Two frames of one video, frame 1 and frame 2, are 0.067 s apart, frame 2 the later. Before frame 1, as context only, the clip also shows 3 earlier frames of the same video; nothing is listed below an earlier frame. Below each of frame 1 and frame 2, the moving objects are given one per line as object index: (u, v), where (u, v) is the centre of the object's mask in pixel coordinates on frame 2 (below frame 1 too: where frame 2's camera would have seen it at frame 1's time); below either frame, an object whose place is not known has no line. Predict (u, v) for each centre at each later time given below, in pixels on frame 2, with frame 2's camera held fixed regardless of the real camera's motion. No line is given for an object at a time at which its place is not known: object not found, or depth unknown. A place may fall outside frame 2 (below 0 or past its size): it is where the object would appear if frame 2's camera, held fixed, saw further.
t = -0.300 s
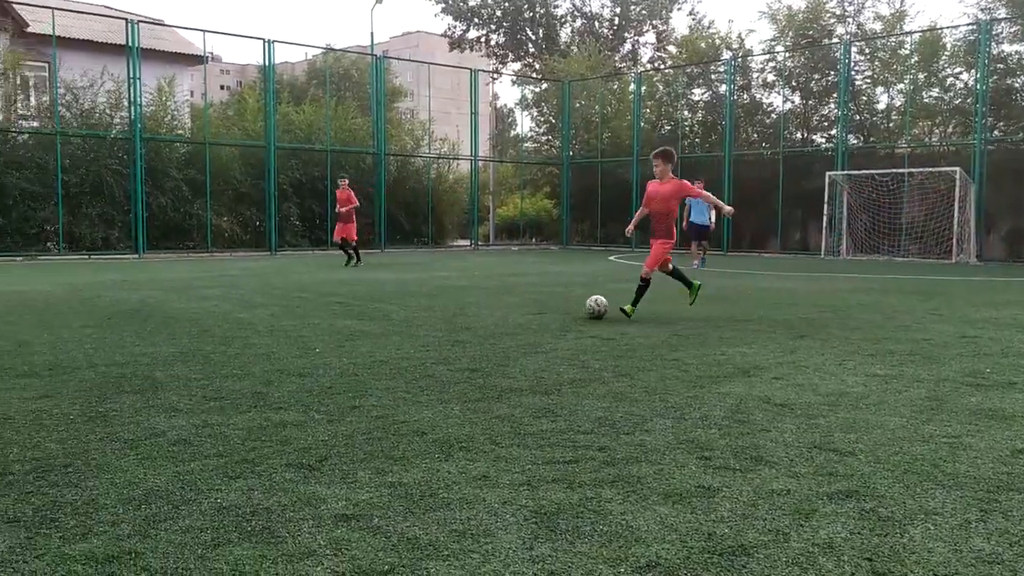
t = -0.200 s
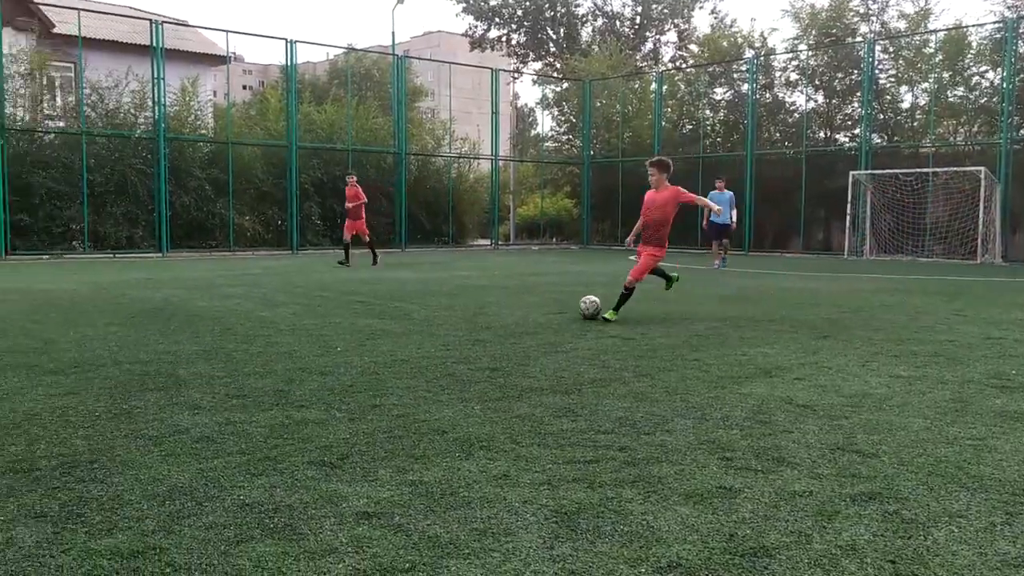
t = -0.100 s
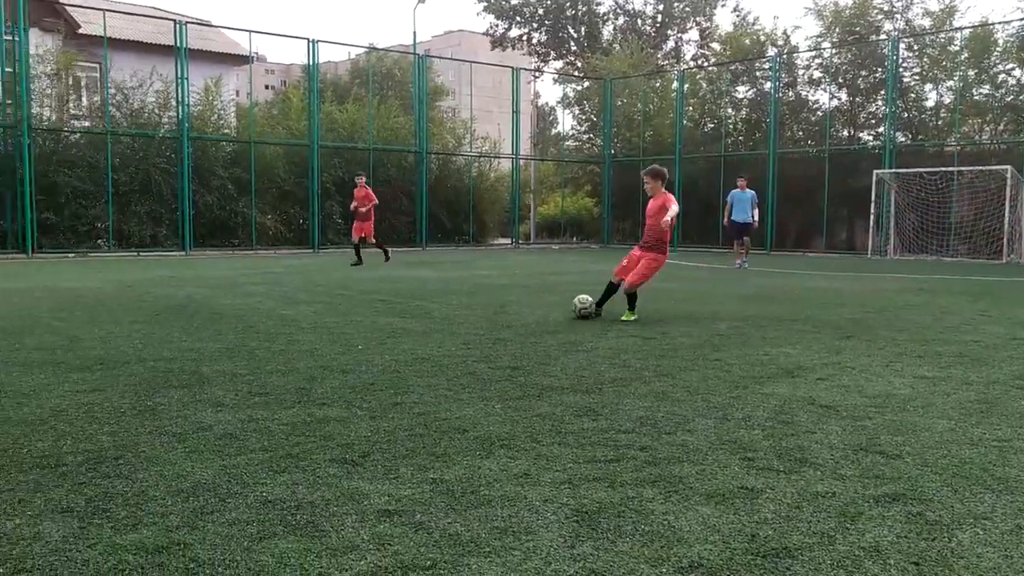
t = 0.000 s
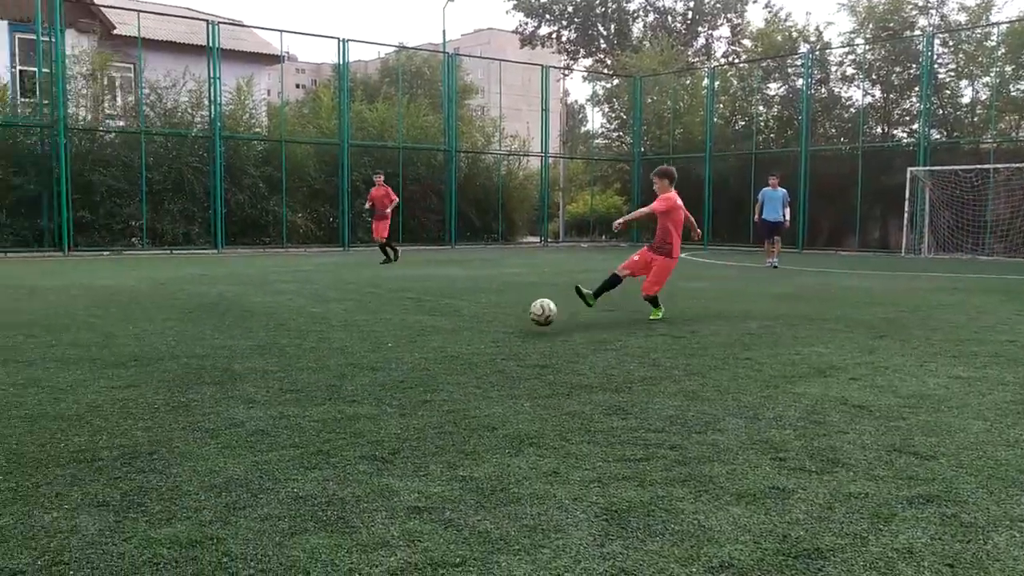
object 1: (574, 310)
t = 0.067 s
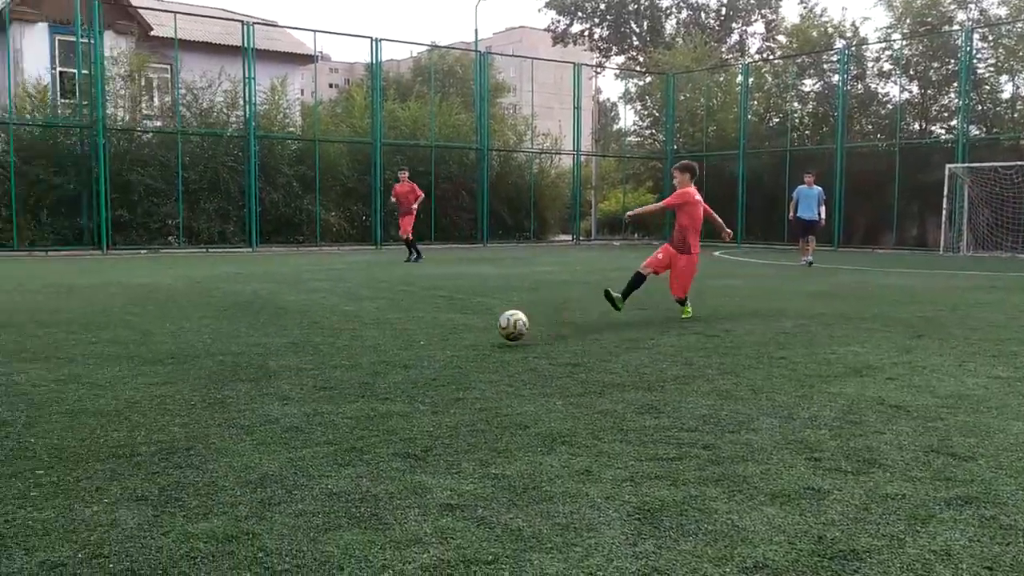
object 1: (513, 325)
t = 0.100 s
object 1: (478, 337)
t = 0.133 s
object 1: (441, 342)
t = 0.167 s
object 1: (400, 345)
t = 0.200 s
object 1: (355, 353)
